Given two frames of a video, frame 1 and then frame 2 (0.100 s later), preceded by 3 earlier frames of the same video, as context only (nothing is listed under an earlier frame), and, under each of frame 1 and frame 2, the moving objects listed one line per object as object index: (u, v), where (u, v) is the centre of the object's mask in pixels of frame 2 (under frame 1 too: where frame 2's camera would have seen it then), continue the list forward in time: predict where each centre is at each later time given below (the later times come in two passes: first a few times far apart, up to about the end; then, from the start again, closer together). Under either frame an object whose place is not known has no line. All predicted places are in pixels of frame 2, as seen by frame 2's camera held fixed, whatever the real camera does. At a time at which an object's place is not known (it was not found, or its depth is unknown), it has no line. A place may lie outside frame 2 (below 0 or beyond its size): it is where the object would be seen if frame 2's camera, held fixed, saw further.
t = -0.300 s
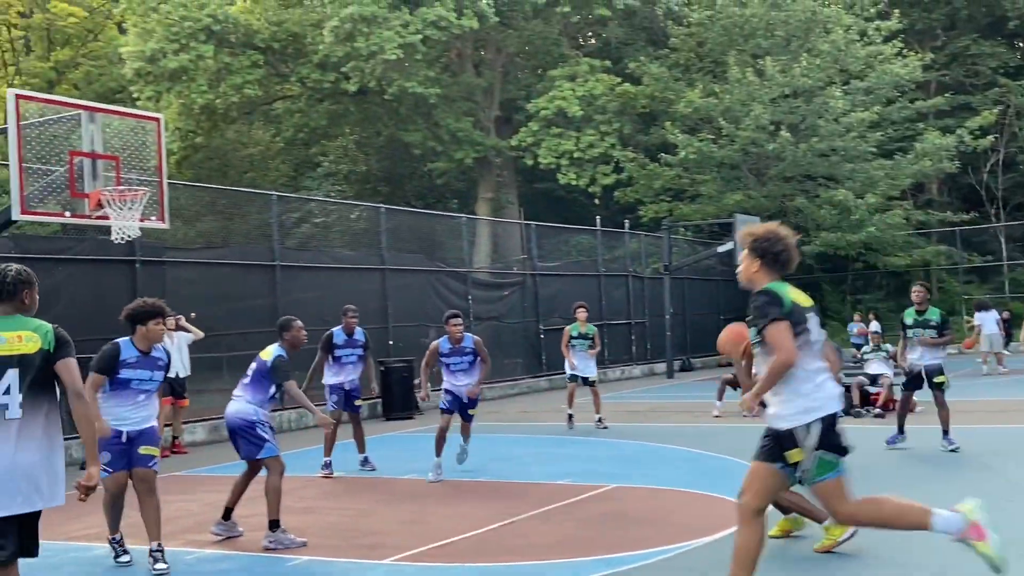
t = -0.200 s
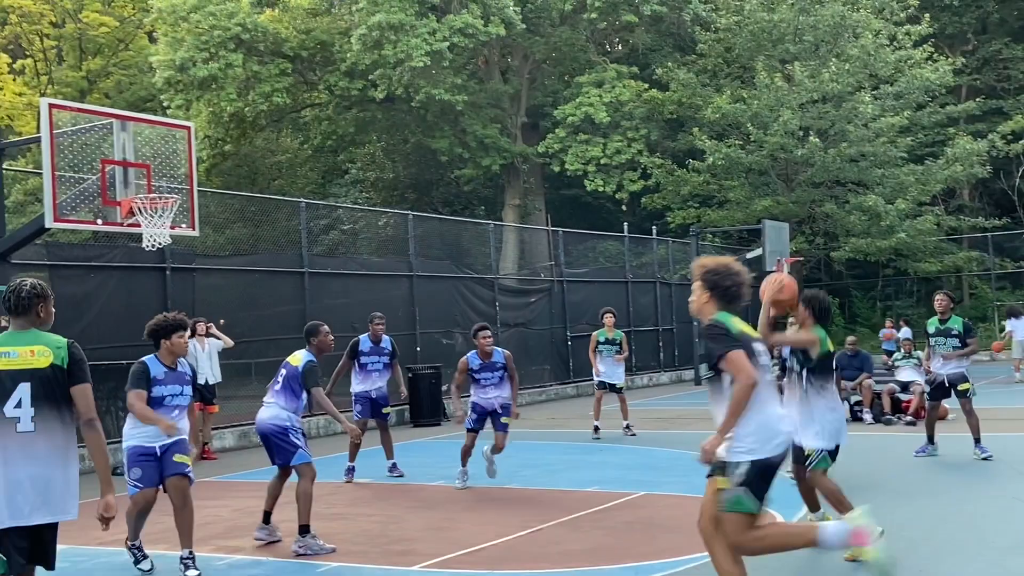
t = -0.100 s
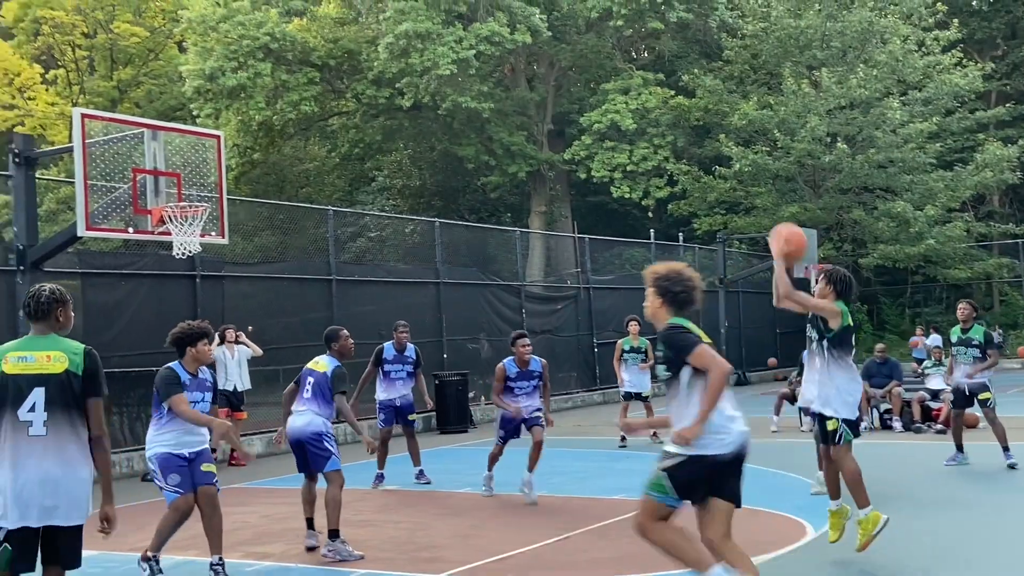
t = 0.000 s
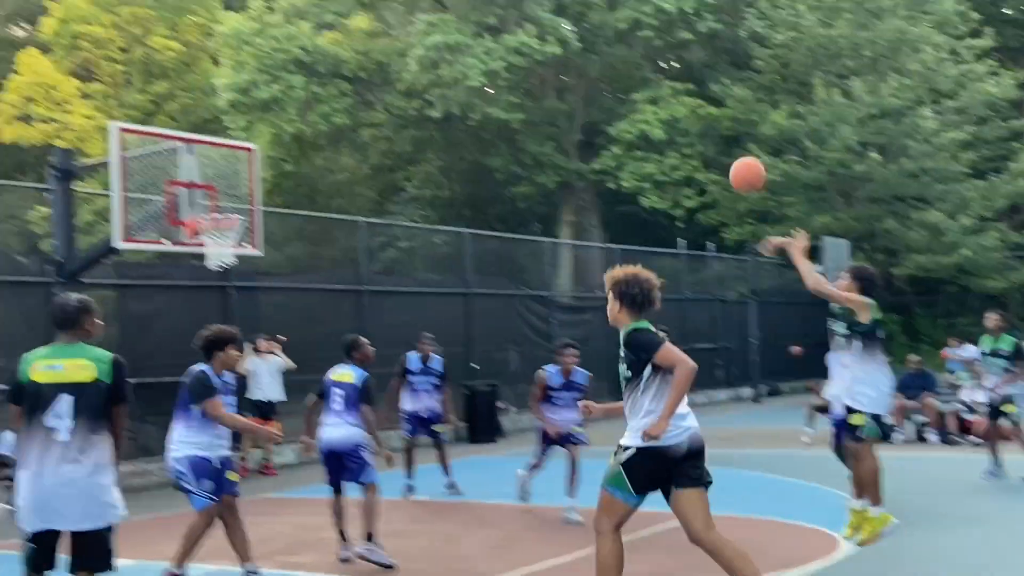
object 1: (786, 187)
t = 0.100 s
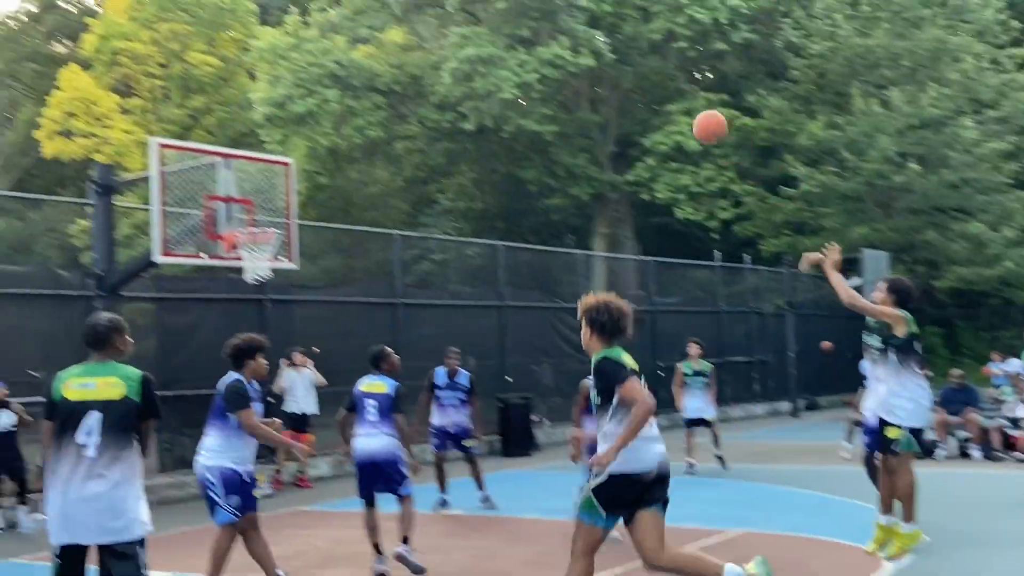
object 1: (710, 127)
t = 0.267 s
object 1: (603, 67)
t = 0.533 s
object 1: (471, 47)
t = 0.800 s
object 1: (367, 100)
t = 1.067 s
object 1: (285, 208)
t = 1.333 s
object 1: (317, 220)
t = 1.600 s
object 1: (389, 252)
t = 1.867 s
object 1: (462, 343)
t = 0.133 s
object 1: (687, 111)
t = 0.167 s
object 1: (665, 97)
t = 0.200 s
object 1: (644, 86)
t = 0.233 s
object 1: (623, 76)
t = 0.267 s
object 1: (603, 67)
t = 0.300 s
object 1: (585, 60)
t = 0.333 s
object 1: (566, 54)
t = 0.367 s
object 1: (549, 49)
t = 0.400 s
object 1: (532, 46)
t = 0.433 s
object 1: (516, 44)
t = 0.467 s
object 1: (501, 44)
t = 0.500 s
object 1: (485, 45)
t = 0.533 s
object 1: (471, 47)
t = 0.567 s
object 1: (456, 50)
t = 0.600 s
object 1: (442, 54)
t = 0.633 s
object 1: (429, 59)
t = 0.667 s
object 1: (417, 66)
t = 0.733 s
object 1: (391, 81)
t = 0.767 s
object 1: (378, 91)
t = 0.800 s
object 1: (367, 100)
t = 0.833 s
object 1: (355, 111)
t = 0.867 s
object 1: (344, 122)
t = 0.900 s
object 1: (334, 136)
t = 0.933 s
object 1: (325, 149)
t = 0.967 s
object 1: (315, 163)
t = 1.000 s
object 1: (304, 177)
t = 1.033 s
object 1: (294, 193)
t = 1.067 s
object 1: (285, 208)
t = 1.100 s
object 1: (279, 224)
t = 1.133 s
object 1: (279, 224)
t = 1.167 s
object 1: (281, 224)
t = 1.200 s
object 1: (283, 224)
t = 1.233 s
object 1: (289, 224)
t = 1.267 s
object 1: (298, 221)
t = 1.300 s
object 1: (308, 219)
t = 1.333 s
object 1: (317, 220)
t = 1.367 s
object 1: (326, 220)
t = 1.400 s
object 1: (335, 222)
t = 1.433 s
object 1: (344, 224)
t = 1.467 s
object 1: (353, 229)
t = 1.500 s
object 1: (362, 233)
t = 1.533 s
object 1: (371, 238)
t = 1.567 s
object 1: (380, 245)
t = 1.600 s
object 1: (389, 252)
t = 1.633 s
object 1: (399, 260)
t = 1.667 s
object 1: (407, 269)
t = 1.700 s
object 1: (416, 279)
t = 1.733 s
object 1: (426, 291)
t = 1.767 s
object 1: (435, 302)
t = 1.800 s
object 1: (444, 315)
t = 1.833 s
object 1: (453, 328)
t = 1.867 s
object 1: (462, 343)
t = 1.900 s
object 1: (471, 358)
